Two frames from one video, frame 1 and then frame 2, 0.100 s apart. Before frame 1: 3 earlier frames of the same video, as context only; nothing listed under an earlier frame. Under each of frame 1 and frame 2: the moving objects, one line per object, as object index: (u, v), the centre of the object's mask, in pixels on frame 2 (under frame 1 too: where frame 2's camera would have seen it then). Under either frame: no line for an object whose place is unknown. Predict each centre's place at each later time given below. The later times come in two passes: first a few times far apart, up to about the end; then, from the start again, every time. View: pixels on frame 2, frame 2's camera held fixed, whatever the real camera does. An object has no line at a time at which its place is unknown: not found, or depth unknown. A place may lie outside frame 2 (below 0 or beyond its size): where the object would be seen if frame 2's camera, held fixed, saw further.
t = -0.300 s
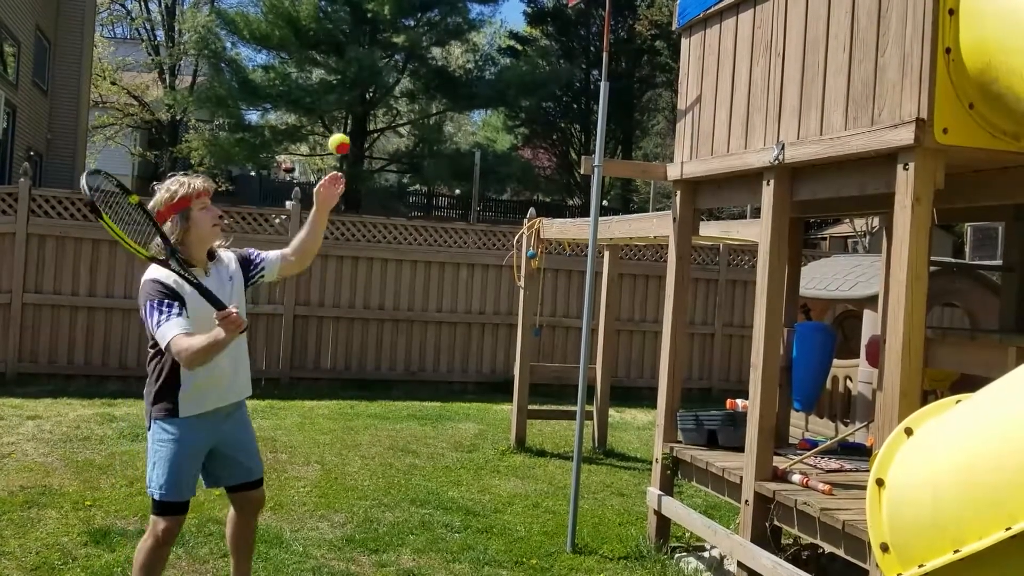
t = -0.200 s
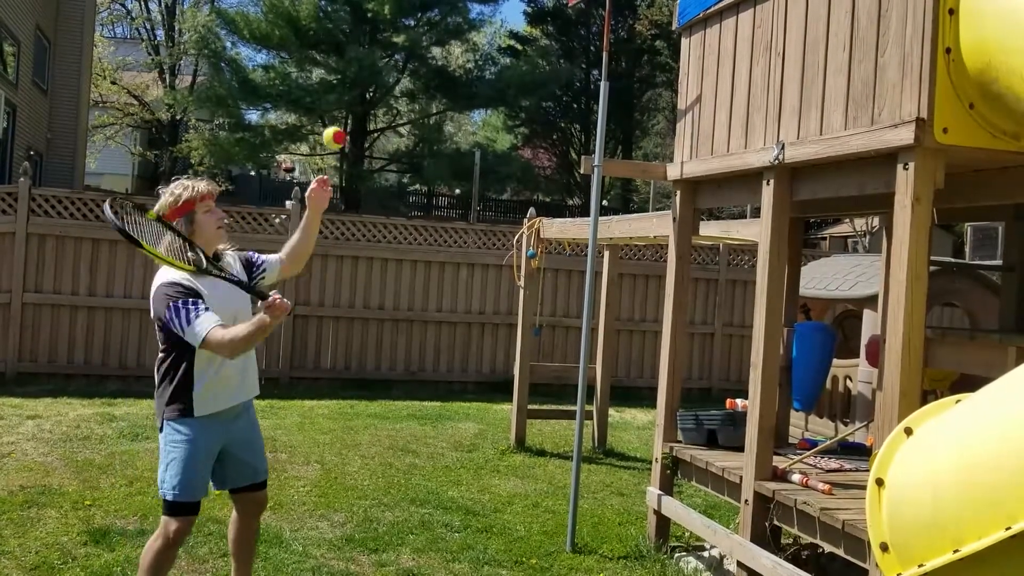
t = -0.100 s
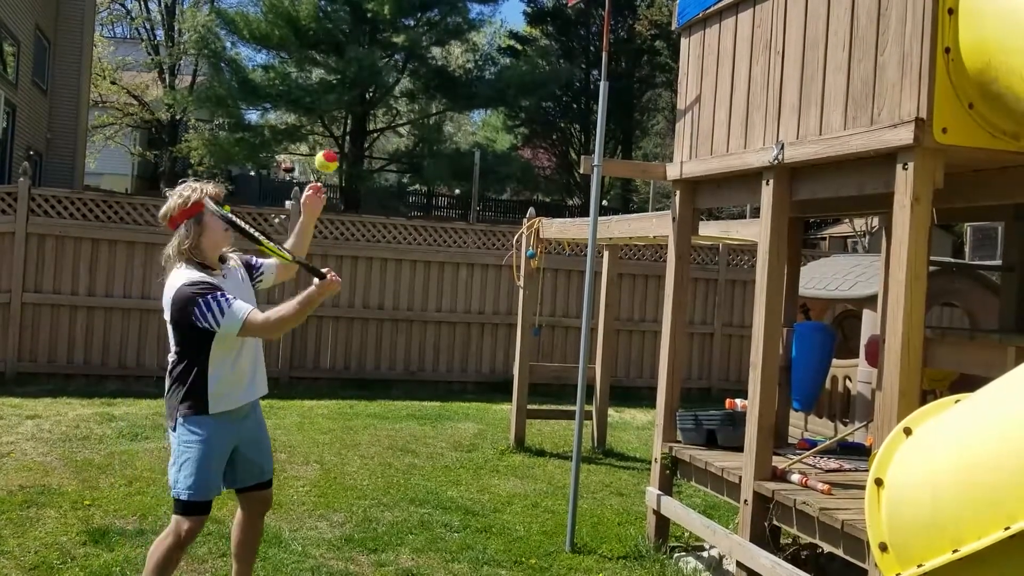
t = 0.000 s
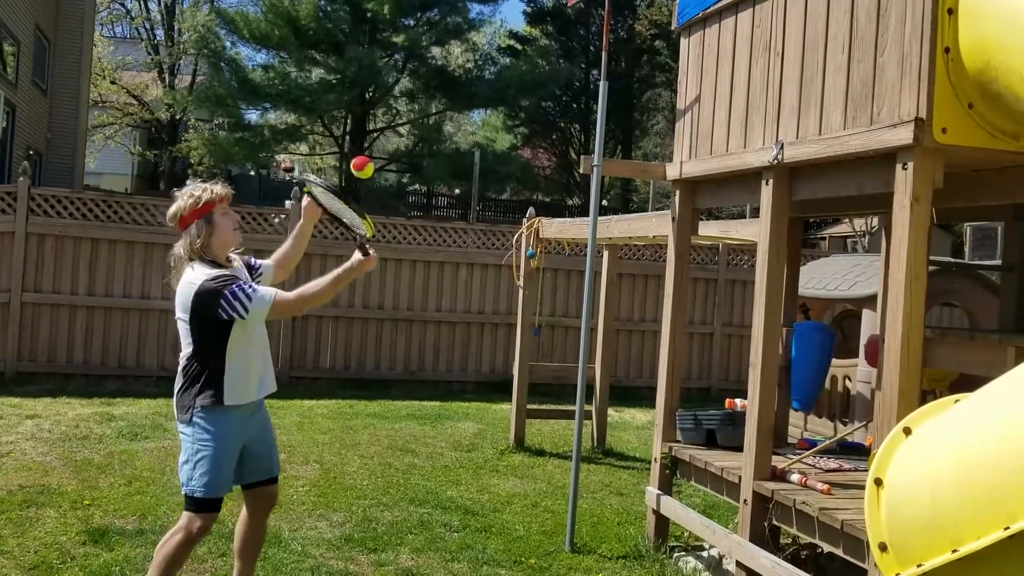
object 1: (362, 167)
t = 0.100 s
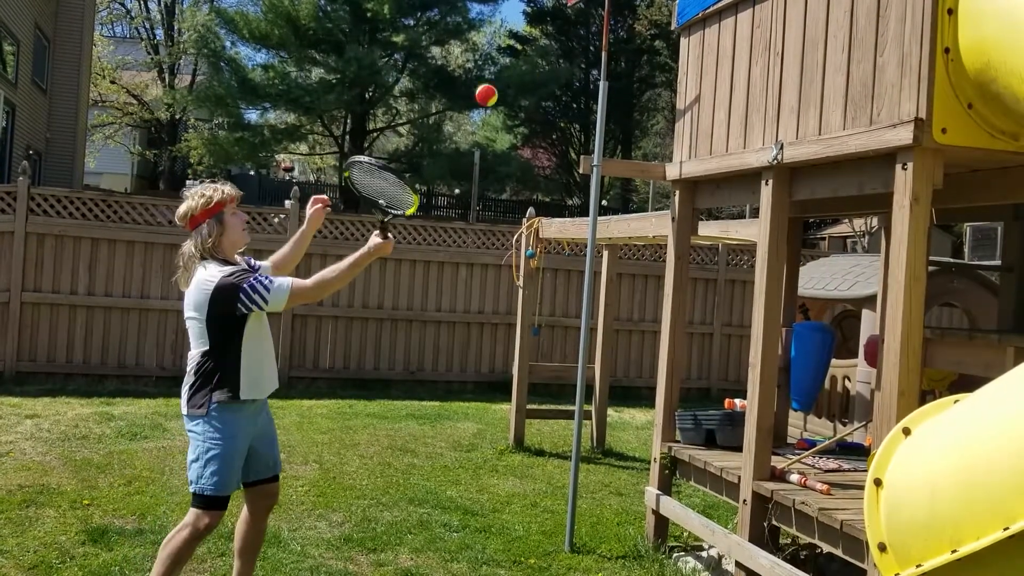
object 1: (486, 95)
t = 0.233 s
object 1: (634, 48)
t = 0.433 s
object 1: (822, 70)
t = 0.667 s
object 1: (675, 173)
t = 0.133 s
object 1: (525, 78)
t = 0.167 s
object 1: (562, 65)
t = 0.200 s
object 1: (598, 55)
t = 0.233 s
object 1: (634, 48)
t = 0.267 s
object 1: (668, 44)
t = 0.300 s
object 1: (700, 43)
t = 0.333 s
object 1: (732, 46)
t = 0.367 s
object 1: (763, 51)
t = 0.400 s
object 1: (793, 60)
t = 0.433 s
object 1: (822, 70)
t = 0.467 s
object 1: (837, 81)
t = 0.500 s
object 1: (811, 88)
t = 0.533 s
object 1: (784, 100)
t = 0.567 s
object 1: (758, 113)
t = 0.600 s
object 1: (731, 130)
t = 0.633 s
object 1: (703, 150)
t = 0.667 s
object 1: (675, 173)
